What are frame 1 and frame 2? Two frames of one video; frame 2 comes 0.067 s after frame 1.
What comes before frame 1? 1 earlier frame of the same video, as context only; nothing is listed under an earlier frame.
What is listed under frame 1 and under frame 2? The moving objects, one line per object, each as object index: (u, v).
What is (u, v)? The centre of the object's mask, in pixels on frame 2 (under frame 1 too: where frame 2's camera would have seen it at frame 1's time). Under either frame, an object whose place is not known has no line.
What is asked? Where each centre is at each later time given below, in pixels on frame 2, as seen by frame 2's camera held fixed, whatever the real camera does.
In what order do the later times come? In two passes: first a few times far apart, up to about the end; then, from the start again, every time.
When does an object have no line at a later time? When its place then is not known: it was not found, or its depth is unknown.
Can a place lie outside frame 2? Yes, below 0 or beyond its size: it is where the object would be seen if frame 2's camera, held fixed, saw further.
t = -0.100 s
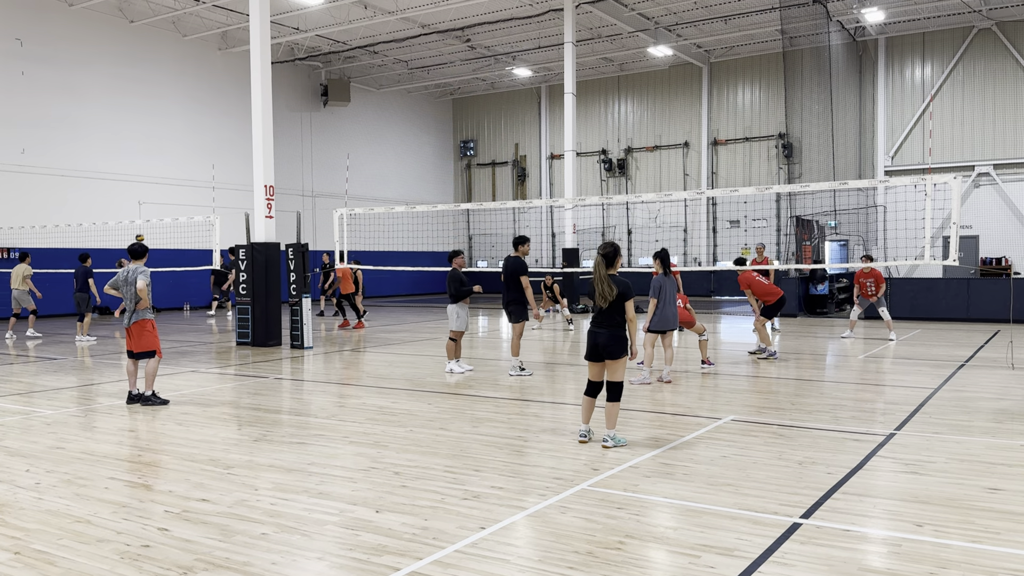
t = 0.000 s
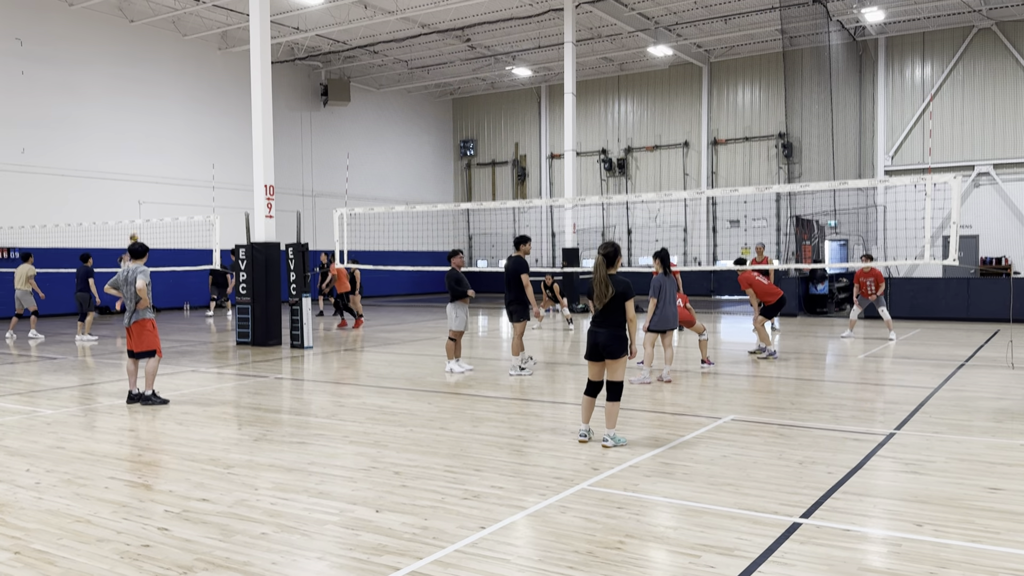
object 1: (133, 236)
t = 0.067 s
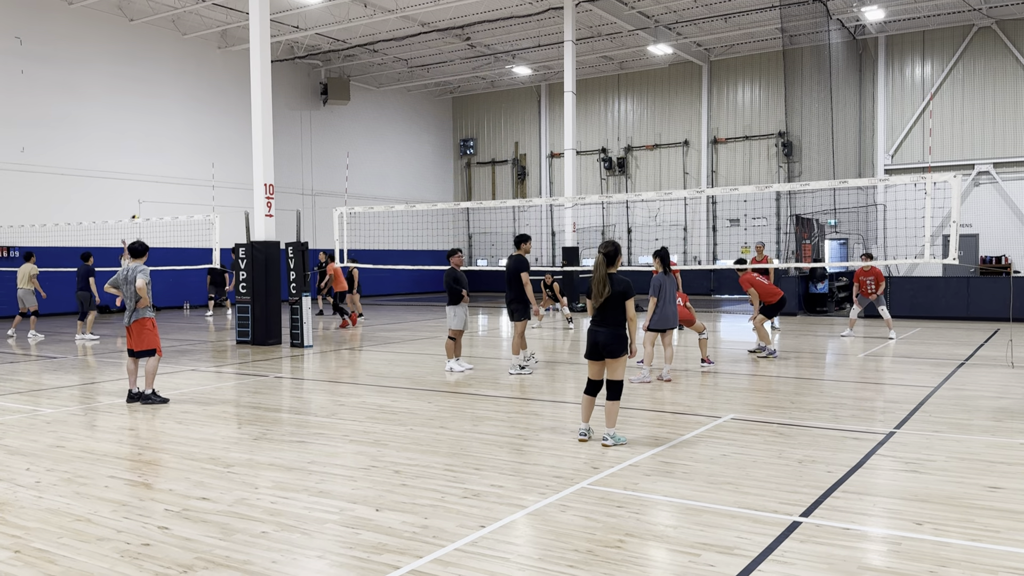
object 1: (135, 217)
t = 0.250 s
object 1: (138, 178)
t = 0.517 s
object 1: (143, 144)
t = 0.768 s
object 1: (148, 138)
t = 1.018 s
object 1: (154, 159)
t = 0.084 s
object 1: (135, 214)
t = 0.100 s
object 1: (135, 210)
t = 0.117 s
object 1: (136, 206)
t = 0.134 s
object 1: (136, 203)
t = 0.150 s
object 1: (137, 199)
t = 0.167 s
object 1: (137, 195)
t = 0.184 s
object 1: (137, 192)
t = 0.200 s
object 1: (137, 188)
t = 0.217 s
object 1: (138, 184)
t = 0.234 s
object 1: (138, 181)
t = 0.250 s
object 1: (138, 178)
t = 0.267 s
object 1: (139, 175)
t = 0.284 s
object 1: (139, 172)
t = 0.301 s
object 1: (139, 169)
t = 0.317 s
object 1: (139, 167)
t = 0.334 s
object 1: (140, 164)
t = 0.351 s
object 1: (140, 162)
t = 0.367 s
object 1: (140, 159)
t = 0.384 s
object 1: (141, 157)
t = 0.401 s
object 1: (141, 155)
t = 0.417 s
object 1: (141, 153)
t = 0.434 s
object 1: (142, 151)
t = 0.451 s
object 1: (142, 150)
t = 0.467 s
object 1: (142, 148)
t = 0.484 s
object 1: (143, 146)
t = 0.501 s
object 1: (143, 145)
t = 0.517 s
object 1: (143, 144)
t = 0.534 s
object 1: (143, 142)
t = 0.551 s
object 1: (144, 141)
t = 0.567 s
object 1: (144, 140)
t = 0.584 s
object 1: (144, 140)
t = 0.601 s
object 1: (145, 139)
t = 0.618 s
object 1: (145, 138)
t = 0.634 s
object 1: (145, 138)
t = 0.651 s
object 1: (146, 137)
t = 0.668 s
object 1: (146, 137)
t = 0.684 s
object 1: (146, 137)
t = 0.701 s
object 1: (147, 137)
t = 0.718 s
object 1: (147, 137)
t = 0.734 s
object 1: (147, 137)
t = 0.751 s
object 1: (148, 138)
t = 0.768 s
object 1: (148, 138)
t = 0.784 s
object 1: (149, 139)
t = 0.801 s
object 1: (149, 139)
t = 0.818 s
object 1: (149, 140)
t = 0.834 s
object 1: (150, 141)
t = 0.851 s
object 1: (150, 142)
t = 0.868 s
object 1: (150, 143)
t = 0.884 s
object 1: (151, 144)
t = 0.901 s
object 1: (151, 146)
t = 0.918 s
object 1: (152, 147)
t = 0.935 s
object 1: (152, 149)
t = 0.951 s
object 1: (152, 151)
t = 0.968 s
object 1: (153, 153)
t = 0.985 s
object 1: (153, 155)
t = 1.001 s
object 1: (154, 157)
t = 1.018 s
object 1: (154, 159)
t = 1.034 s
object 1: (154, 162)
